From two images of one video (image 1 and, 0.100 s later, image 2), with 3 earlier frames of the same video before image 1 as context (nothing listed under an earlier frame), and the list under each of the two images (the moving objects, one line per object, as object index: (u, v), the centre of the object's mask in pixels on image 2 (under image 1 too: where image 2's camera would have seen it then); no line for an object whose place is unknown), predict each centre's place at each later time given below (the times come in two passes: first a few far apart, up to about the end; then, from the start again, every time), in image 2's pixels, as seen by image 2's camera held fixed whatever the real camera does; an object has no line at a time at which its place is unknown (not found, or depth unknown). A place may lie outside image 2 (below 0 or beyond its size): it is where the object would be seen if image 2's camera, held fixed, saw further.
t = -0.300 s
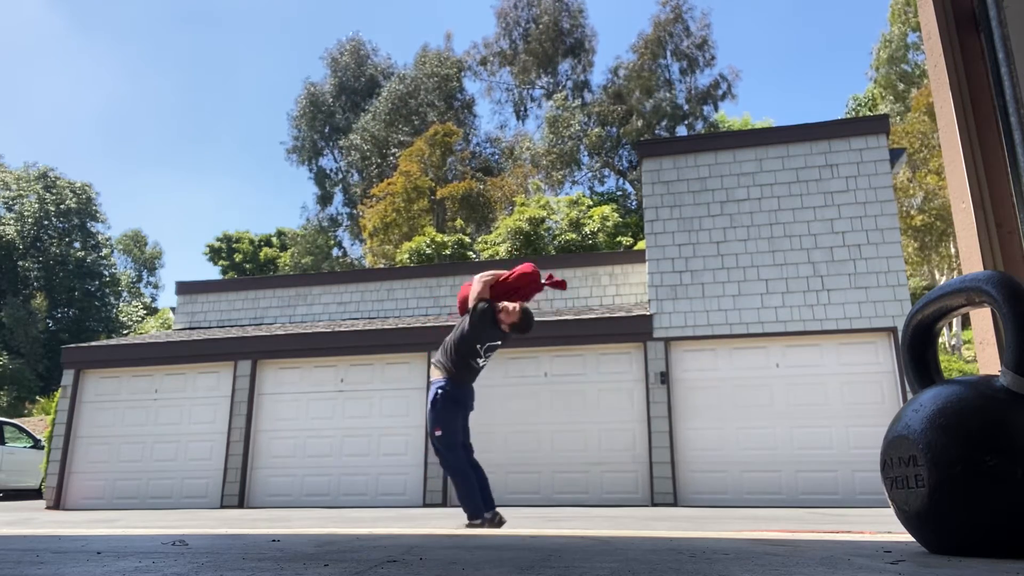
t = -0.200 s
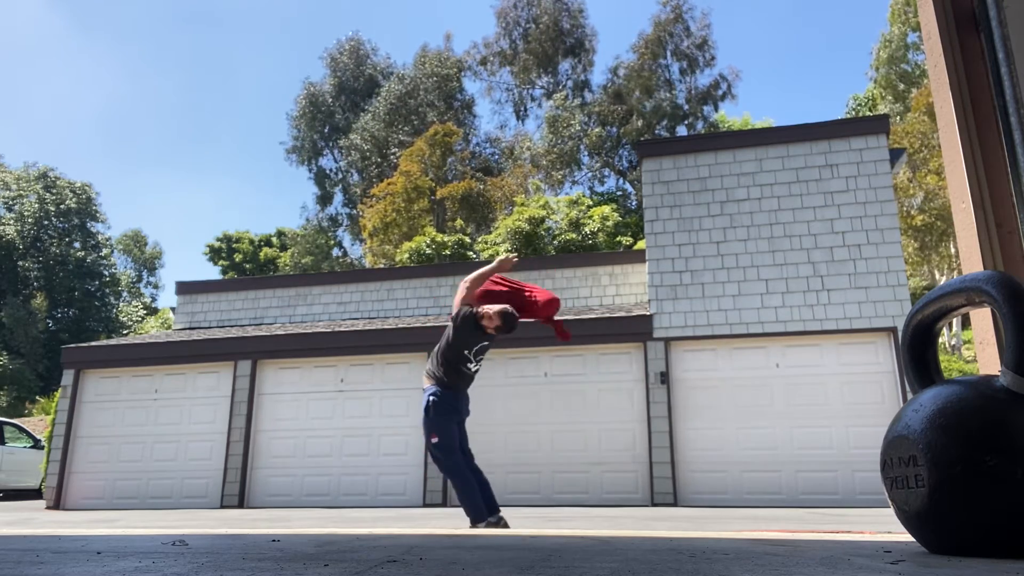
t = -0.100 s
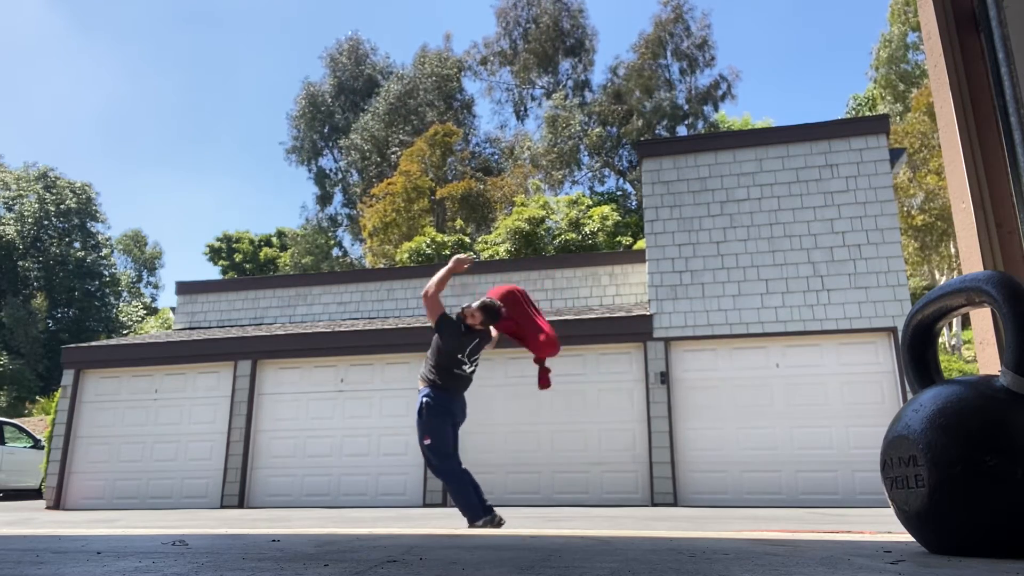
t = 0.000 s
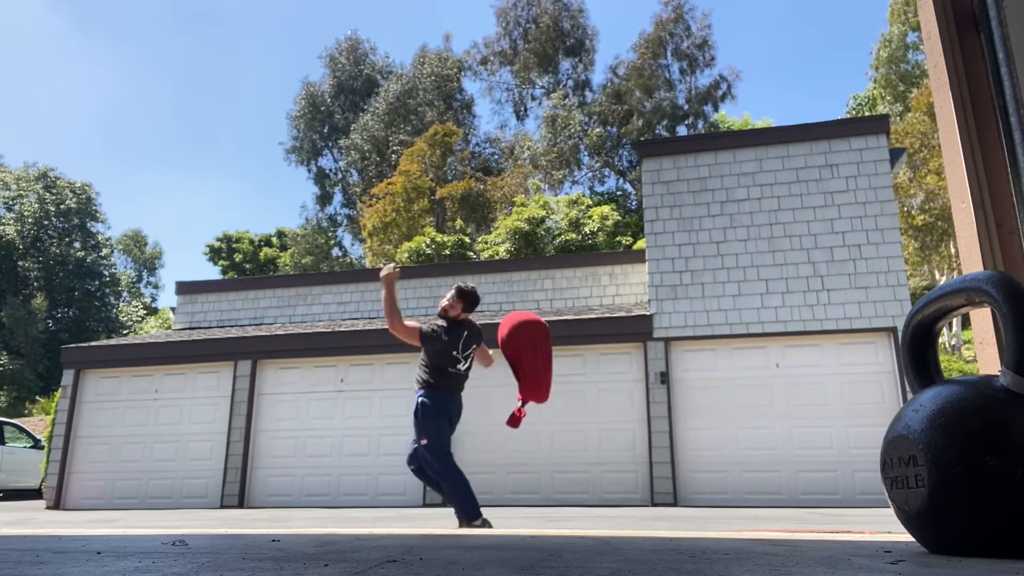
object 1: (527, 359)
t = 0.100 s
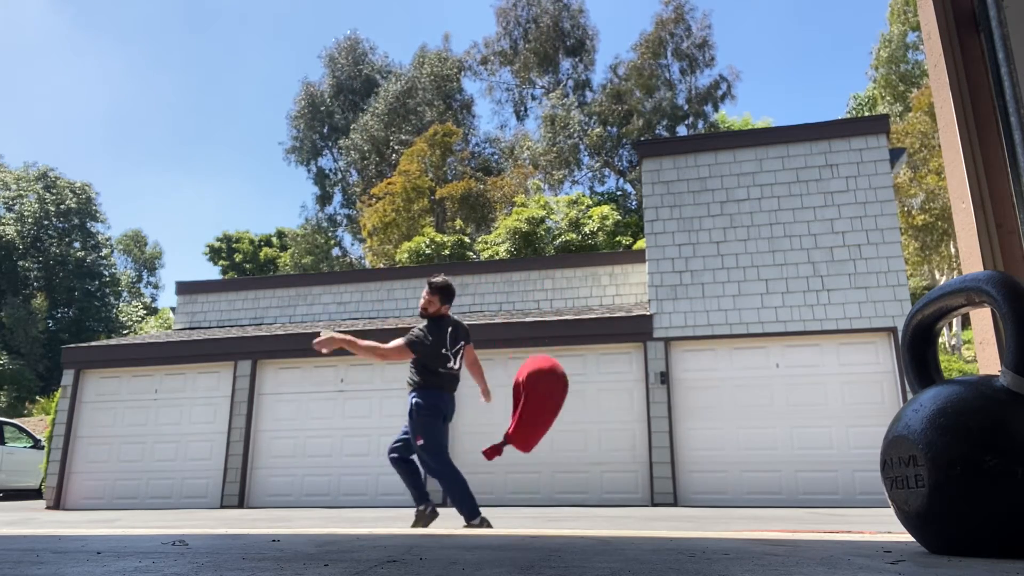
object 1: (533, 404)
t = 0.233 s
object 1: (546, 488)
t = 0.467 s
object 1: (566, 513)
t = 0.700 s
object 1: (560, 517)
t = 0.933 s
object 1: (559, 519)
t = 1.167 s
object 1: (559, 519)
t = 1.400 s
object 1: (559, 519)
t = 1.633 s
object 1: (559, 519)
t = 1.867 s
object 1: (559, 519)
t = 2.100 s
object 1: (559, 519)
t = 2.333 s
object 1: (559, 519)
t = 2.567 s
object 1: (559, 519)
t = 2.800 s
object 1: (559, 519)
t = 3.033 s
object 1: (559, 519)
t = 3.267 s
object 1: (559, 519)
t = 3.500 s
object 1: (559, 519)
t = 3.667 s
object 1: (559, 519)
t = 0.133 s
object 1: (536, 423)
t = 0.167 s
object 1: (538, 442)
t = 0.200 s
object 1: (542, 464)
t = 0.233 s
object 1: (546, 488)
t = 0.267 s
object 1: (552, 508)
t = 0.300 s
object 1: (553, 521)
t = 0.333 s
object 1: (556, 520)
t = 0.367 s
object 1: (557, 515)
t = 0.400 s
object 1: (563, 514)
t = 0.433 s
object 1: (565, 514)
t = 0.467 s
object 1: (566, 513)
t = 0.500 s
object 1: (566, 513)
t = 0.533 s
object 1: (565, 514)
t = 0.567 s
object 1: (565, 514)
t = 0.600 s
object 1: (564, 515)
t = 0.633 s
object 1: (562, 516)
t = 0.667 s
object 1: (561, 516)
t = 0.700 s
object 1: (560, 517)
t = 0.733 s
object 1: (559, 519)
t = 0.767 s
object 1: (558, 520)
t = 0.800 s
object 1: (558, 520)
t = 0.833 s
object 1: (559, 519)
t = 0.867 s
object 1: (559, 519)
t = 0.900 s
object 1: (559, 519)
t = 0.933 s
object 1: (559, 519)
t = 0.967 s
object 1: (559, 519)
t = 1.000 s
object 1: (559, 519)
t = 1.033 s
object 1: (559, 519)
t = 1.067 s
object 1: (559, 519)
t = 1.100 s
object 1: (559, 519)
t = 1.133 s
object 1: (559, 519)
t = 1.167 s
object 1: (559, 519)
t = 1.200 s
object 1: (559, 519)
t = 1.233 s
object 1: (559, 519)
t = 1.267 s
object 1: (559, 519)
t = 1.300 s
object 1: (559, 519)
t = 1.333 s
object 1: (559, 519)
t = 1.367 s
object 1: (559, 519)
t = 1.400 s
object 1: (559, 519)
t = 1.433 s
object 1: (559, 519)
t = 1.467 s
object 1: (559, 519)
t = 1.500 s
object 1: (559, 519)
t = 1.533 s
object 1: (559, 519)
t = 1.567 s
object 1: (559, 519)
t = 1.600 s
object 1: (559, 519)
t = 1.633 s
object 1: (559, 519)
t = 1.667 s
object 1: (559, 519)
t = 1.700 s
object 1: (559, 519)
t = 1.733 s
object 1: (559, 519)
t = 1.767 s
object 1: (559, 519)
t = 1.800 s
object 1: (559, 519)
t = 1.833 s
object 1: (559, 519)
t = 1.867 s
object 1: (559, 519)
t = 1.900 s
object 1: (559, 519)
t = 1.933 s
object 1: (559, 519)
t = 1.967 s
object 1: (559, 519)
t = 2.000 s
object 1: (559, 519)
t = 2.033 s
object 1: (559, 519)
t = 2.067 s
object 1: (559, 519)
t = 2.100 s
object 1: (559, 519)
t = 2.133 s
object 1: (559, 519)
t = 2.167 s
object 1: (559, 519)
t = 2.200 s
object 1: (559, 519)
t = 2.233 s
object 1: (559, 519)
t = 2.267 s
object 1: (559, 519)
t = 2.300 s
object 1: (559, 519)
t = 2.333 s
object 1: (559, 519)
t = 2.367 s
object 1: (559, 519)
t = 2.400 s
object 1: (559, 519)
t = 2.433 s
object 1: (559, 519)
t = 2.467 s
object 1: (559, 519)
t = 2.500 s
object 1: (559, 519)
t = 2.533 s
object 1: (559, 519)
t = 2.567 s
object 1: (559, 519)
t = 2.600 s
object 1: (559, 519)
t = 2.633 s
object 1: (559, 519)
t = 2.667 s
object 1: (559, 519)
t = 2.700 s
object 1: (559, 519)
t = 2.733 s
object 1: (559, 519)
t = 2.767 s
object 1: (559, 519)
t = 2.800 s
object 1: (559, 519)
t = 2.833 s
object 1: (559, 519)
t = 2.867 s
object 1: (559, 519)
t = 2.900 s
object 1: (559, 519)
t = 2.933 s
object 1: (559, 519)
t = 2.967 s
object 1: (559, 519)
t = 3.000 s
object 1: (559, 519)
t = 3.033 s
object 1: (559, 519)
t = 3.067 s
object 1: (559, 519)
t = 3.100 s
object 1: (559, 519)
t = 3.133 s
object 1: (559, 519)
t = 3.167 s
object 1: (559, 519)
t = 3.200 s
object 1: (559, 519)
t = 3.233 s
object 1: (559, 519)
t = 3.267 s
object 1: (559, 519)
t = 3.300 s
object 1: (559, 519)
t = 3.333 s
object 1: (559, 519)
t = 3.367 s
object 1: (559, 519)
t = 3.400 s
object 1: (559, 519)
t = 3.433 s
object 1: (559, 519)
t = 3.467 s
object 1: (559, 519)
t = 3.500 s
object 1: (559, 519)
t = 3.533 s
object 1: (559, 519)
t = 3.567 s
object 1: (559, 519)
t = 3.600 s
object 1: (559, 519)
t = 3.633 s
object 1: (559, 519)
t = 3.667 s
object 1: (559, 519)
